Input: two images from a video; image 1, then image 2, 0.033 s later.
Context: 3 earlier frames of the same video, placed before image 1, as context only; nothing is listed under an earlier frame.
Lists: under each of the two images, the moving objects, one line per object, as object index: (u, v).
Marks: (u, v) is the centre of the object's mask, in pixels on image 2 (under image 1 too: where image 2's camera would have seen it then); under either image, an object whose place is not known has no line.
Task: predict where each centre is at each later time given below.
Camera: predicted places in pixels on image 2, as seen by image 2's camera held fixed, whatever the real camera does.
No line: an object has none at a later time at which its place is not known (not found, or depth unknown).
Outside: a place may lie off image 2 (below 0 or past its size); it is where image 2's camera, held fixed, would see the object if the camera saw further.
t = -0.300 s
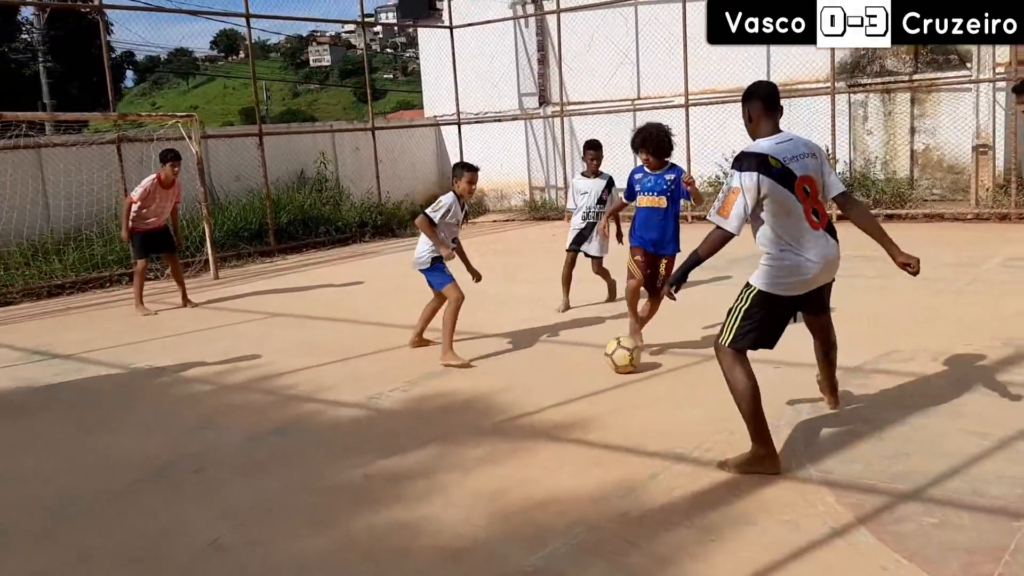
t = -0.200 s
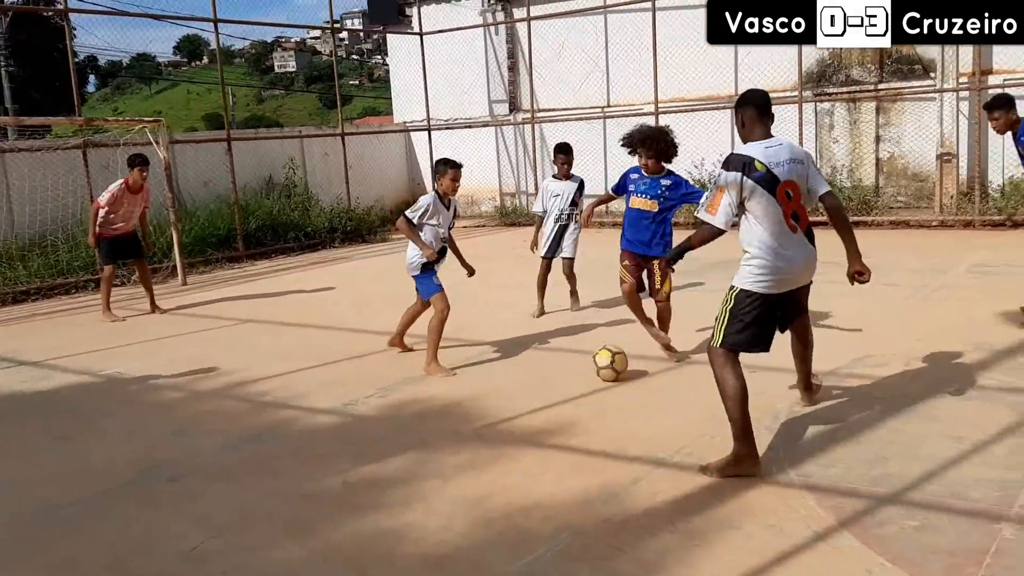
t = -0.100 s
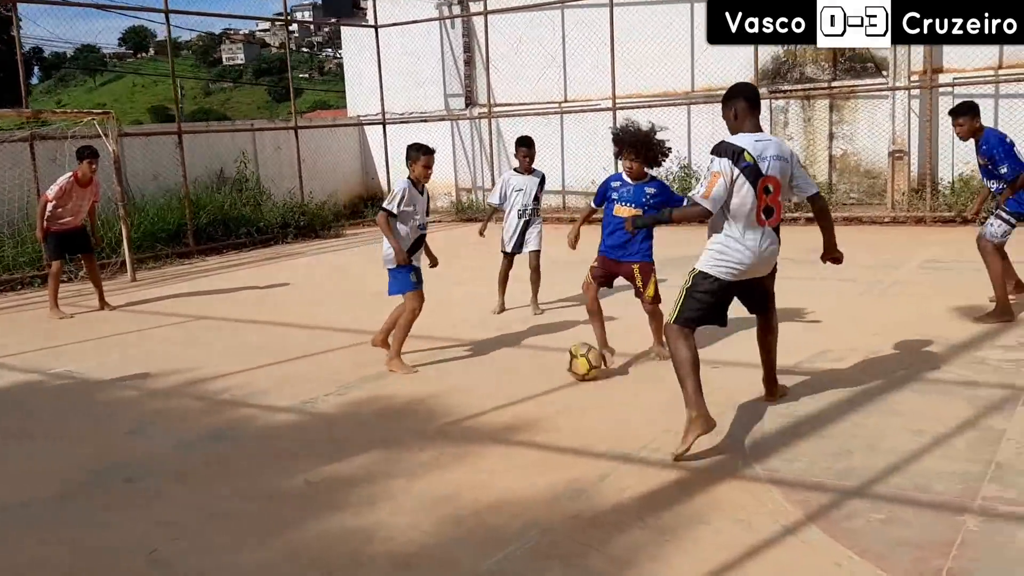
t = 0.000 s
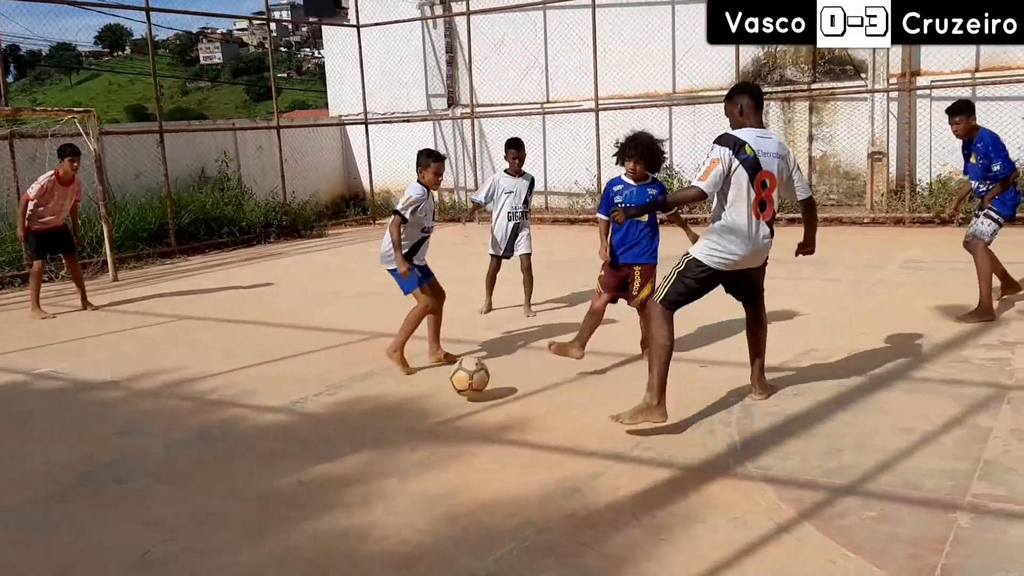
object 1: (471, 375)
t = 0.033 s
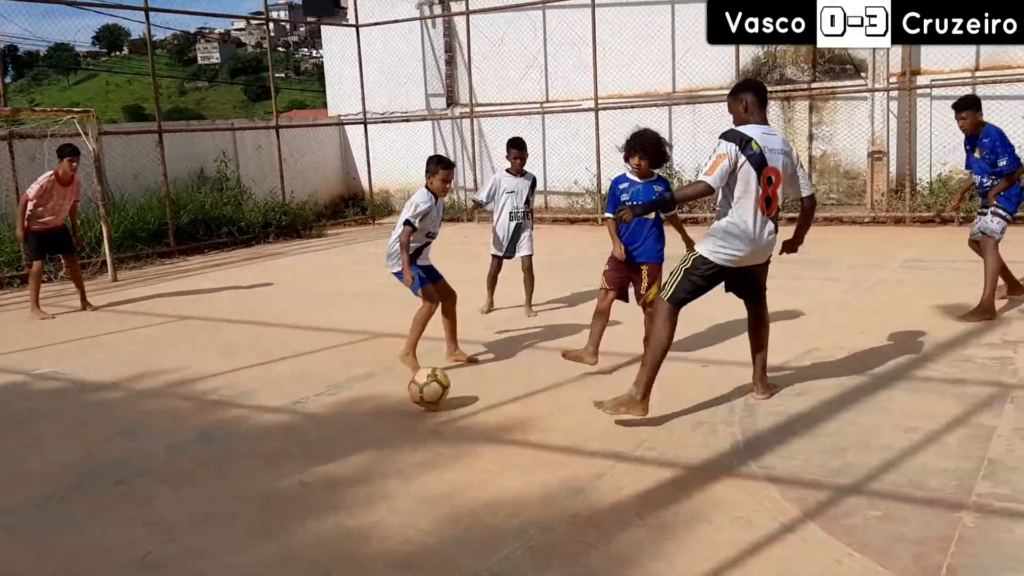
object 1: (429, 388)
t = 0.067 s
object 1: (384, 400)
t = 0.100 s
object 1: (342, 407)
